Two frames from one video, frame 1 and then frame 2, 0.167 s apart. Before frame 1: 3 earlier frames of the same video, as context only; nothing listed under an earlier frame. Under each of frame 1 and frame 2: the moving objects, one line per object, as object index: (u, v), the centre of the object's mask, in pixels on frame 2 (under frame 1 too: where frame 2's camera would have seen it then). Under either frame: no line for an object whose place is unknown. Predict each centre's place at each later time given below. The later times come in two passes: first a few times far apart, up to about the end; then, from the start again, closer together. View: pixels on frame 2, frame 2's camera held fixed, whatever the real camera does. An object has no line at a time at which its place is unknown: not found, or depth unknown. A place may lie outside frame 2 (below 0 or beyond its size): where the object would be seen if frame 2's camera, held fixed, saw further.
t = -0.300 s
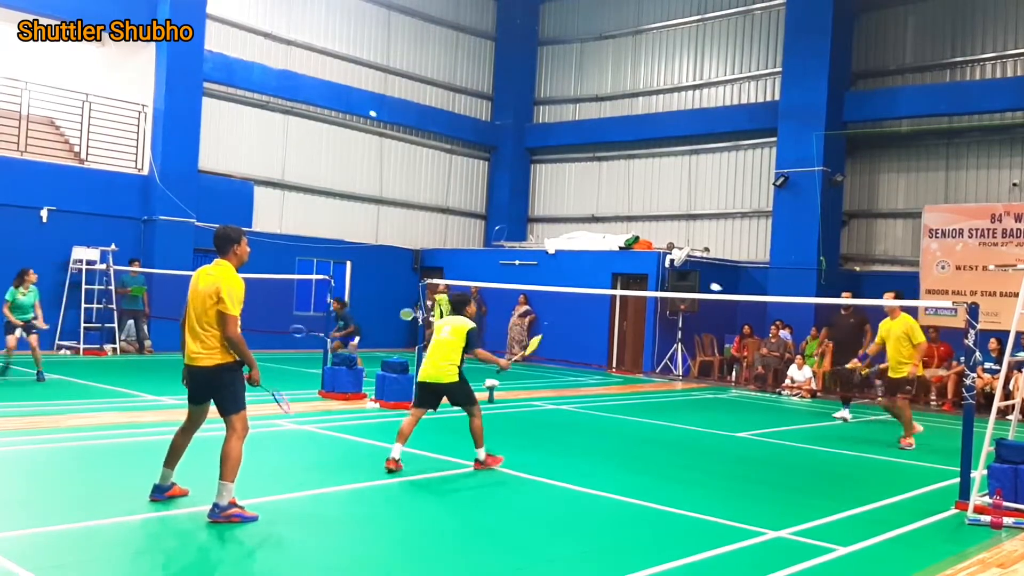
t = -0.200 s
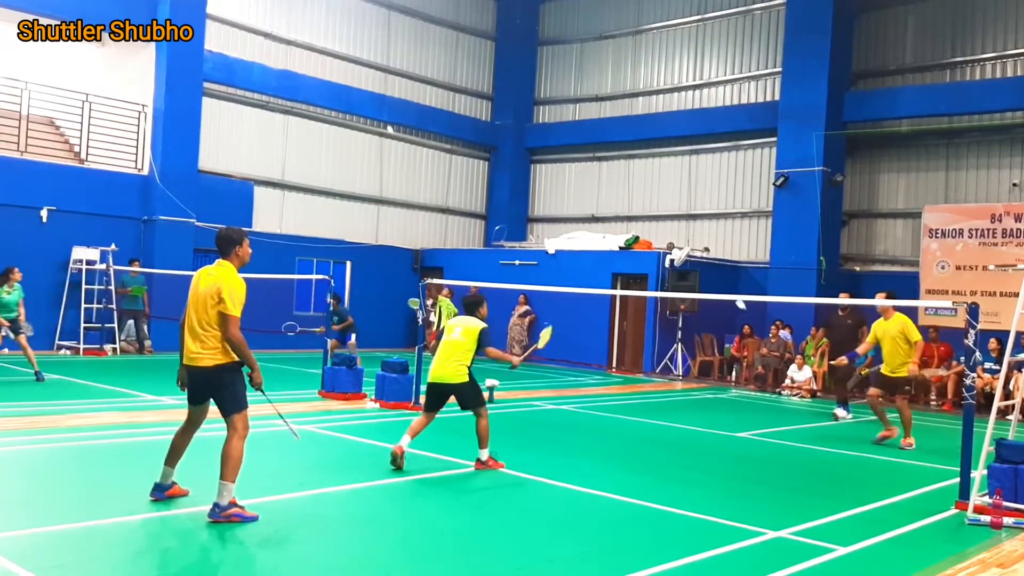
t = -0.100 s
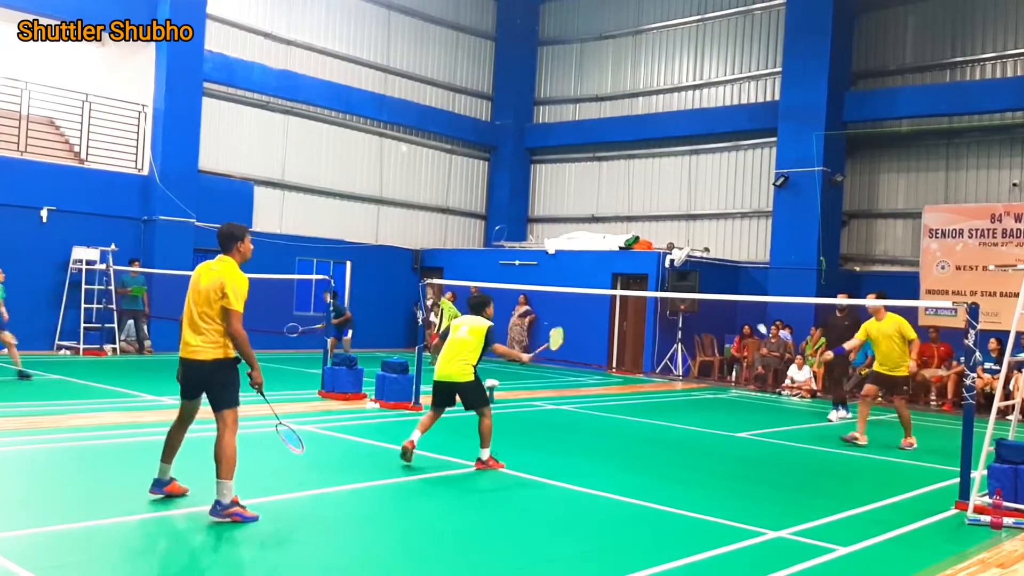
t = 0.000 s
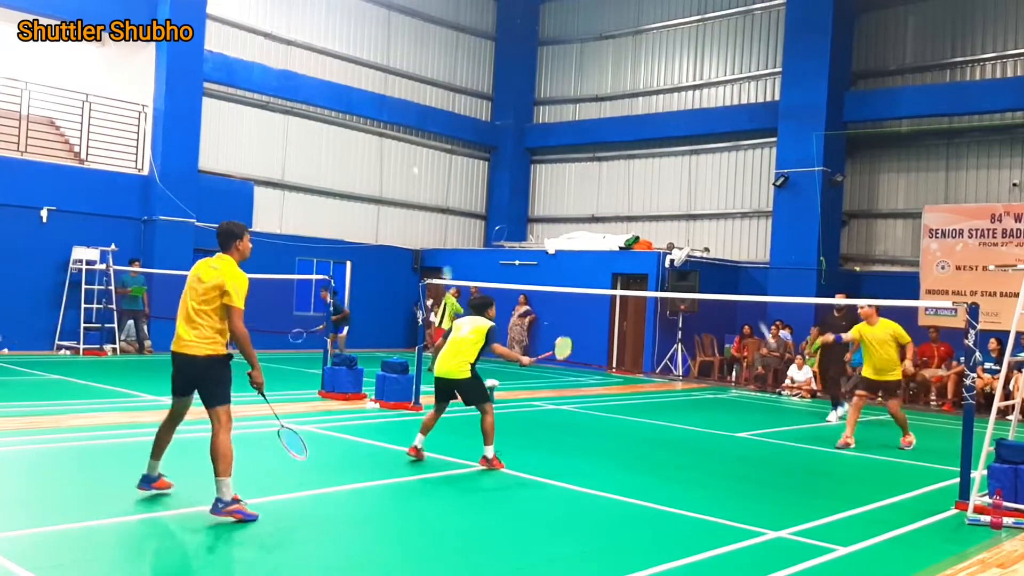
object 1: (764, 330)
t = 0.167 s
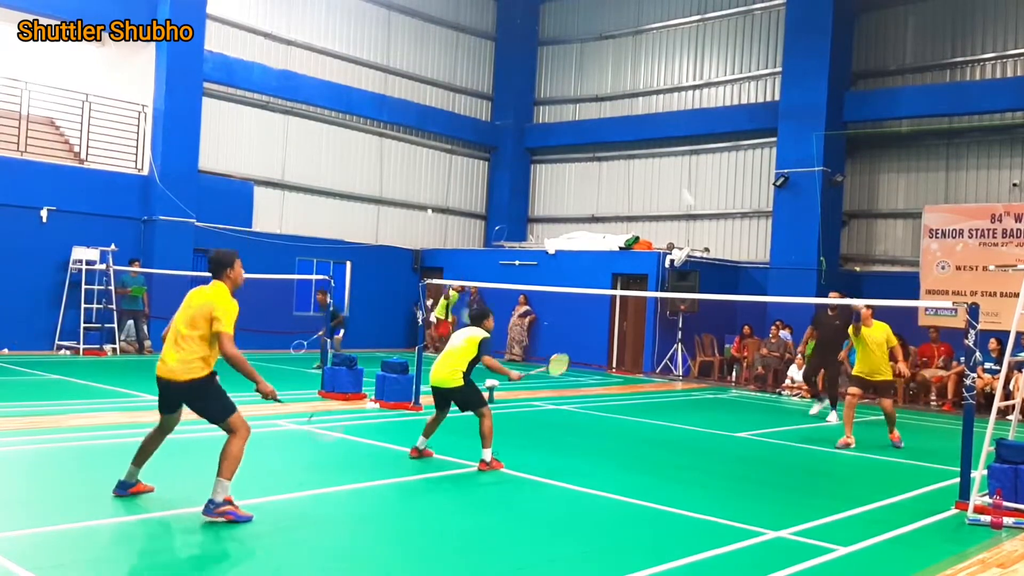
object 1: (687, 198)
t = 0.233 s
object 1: (660, 158)
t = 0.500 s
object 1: (548, 51)
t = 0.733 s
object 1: (440, 41)
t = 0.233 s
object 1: (660, 158)
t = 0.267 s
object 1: (646, 140)
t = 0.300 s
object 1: (632, 122)
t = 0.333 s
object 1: (618, 107)
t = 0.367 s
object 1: (605, 93)
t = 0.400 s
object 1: (590, 79)
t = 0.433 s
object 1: (577, 69)
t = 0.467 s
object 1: (562, 59)
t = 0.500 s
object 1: (548, 51)
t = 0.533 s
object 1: (534, 43)
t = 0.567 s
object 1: (519, 39)
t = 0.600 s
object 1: (504, 36)
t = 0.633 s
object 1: (488, 34)
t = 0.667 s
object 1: (472, 35)
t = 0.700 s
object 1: (457, 37)
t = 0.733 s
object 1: (440, 41)
